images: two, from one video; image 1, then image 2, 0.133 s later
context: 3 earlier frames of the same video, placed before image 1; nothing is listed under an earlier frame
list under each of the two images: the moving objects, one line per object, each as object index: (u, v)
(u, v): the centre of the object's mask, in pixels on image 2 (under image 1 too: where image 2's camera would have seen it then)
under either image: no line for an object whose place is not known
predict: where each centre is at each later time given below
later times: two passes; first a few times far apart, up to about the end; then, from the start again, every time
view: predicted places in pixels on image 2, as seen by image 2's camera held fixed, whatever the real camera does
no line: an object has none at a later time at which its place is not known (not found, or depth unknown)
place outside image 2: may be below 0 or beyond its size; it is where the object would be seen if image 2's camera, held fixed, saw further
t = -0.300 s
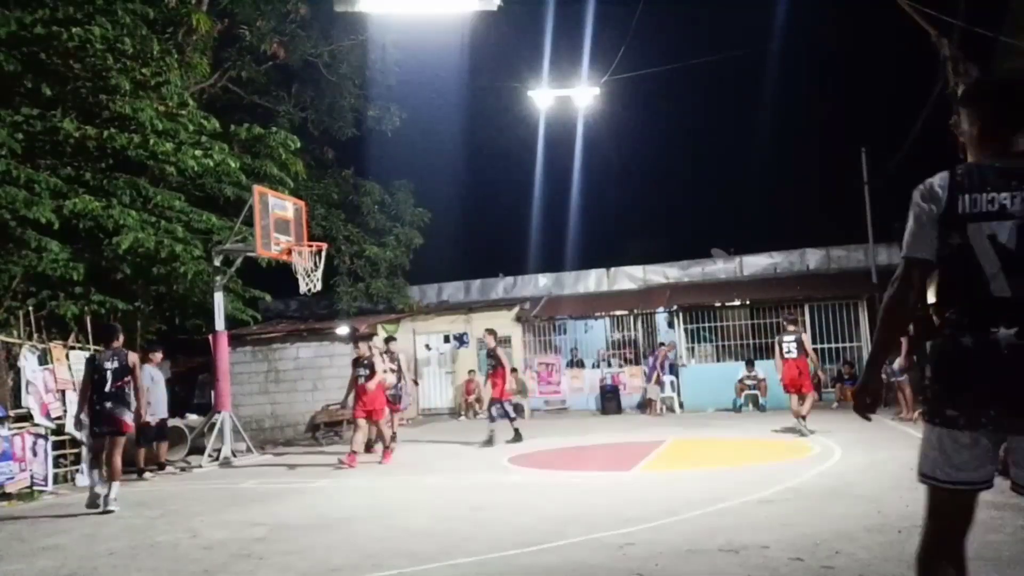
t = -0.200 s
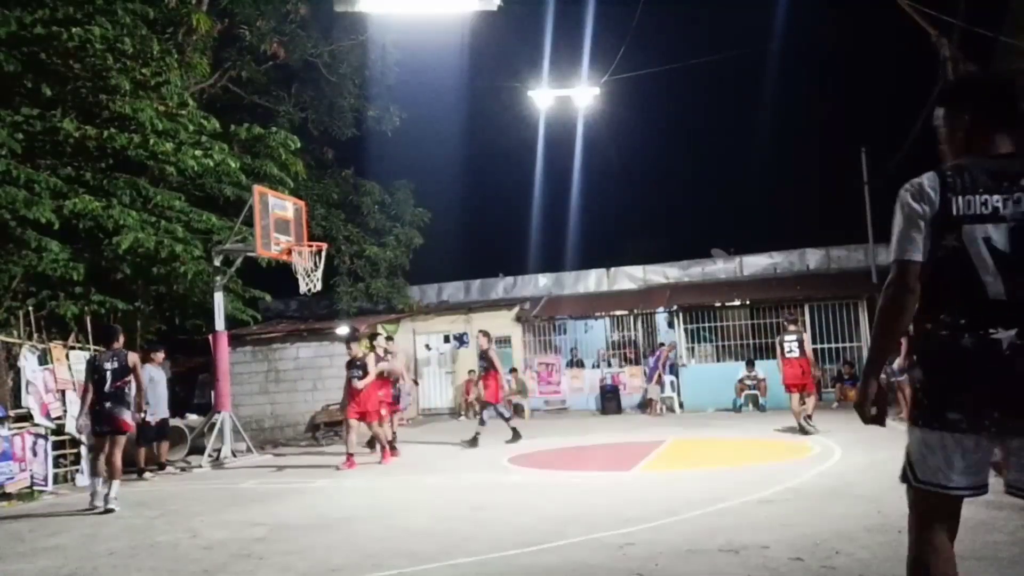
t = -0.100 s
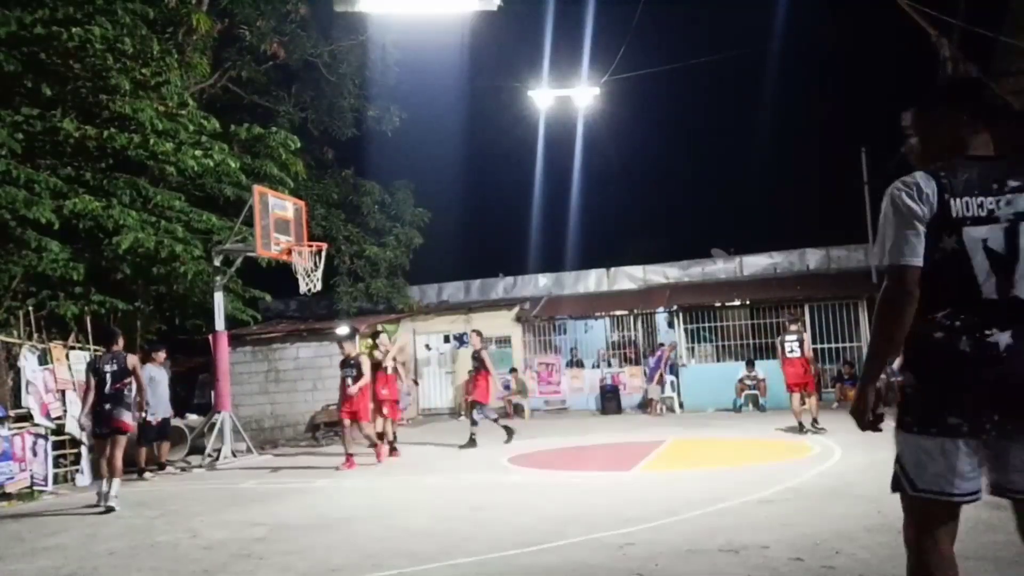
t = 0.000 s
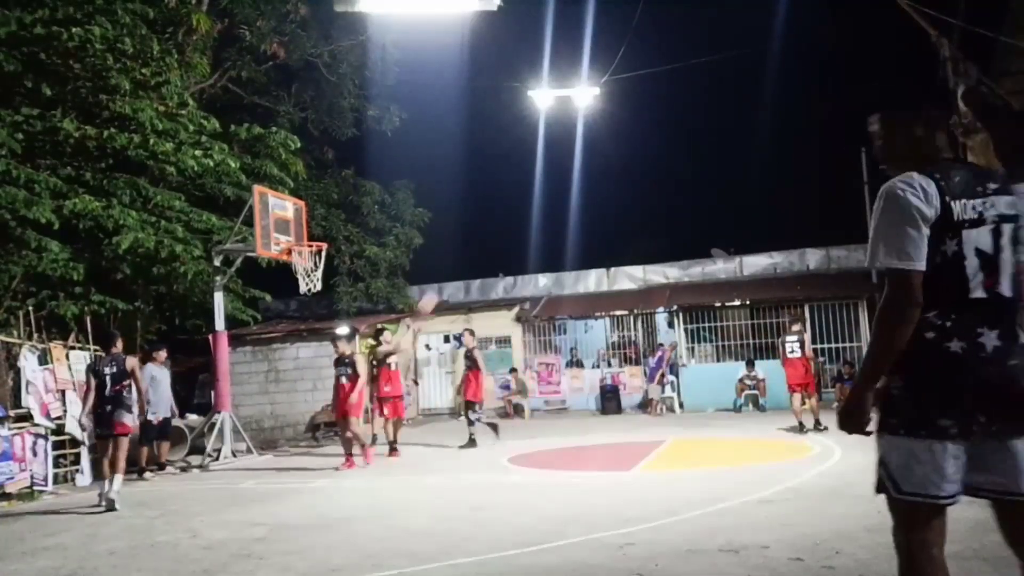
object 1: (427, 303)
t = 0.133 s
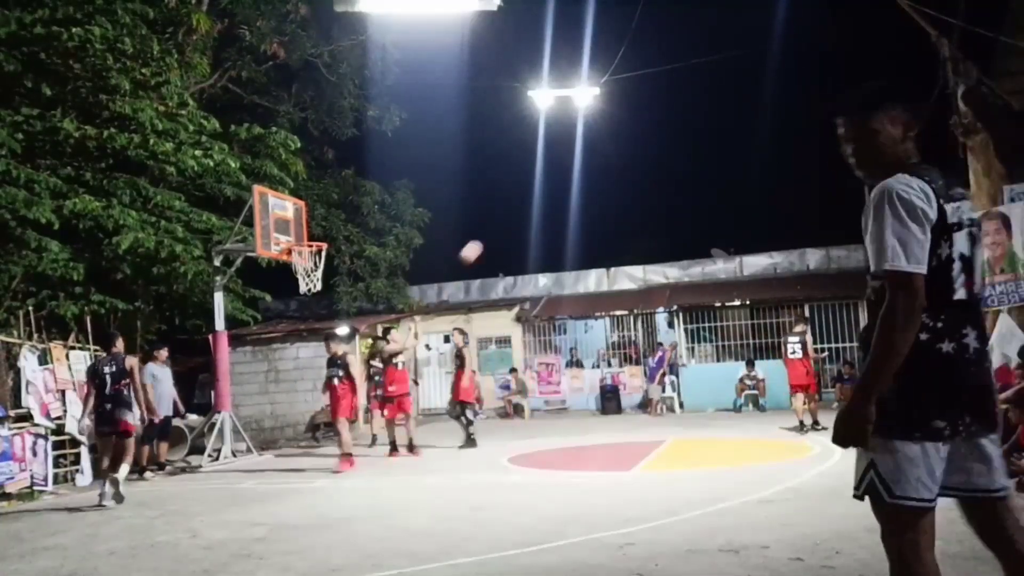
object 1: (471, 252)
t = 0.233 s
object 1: (503, 222)
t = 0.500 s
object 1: (593, 173)
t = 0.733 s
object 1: (673, 170)
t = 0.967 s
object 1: (756, 205)
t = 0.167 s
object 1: (481, 241)
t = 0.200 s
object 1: (492, 231)
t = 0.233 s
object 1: (503, 222)
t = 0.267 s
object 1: (514, 213)
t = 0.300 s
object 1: (525, 206)
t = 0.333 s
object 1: (537, 198)
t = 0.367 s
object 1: (548, 191)
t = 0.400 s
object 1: (559, 185)
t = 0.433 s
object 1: (571, 181)
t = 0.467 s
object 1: (582, 176)
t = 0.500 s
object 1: (593, 173)
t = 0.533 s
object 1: (604, 170)
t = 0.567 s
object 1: (616, 168)
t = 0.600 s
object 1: (627, 167)
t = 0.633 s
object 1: (638, 167)
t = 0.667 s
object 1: (649, 168)
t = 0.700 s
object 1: (661, 168)
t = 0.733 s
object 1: (673, 170)
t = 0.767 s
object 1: (684, 173)
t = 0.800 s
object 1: (696, 176)
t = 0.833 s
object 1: (708, 180)
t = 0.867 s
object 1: (720, 185)
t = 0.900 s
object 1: (732, 191)
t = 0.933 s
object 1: (744, 197)
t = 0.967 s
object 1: (756, 205)
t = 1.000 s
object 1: (769, 213)
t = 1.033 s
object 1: (781, 222)
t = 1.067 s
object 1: (794, 232)
